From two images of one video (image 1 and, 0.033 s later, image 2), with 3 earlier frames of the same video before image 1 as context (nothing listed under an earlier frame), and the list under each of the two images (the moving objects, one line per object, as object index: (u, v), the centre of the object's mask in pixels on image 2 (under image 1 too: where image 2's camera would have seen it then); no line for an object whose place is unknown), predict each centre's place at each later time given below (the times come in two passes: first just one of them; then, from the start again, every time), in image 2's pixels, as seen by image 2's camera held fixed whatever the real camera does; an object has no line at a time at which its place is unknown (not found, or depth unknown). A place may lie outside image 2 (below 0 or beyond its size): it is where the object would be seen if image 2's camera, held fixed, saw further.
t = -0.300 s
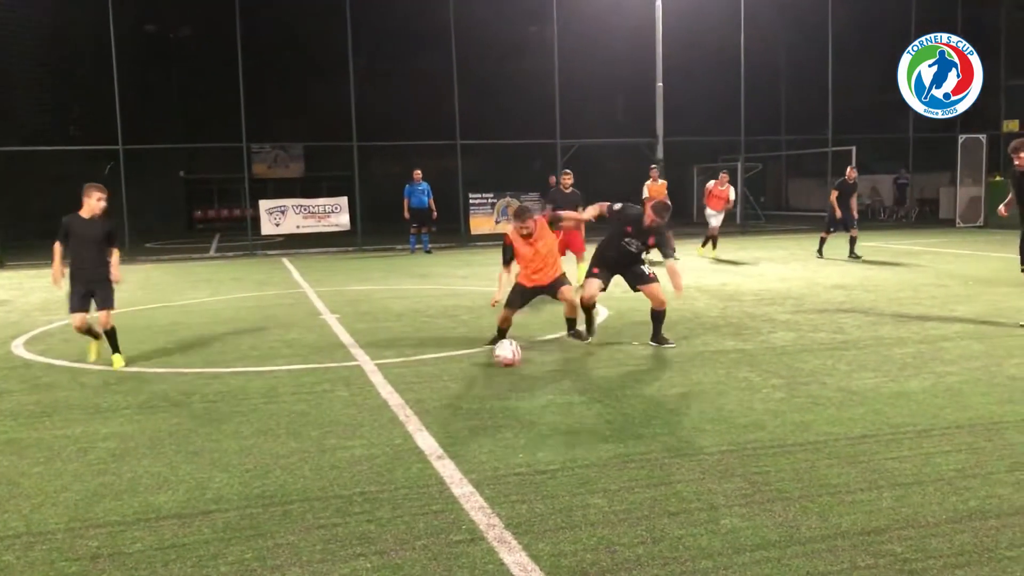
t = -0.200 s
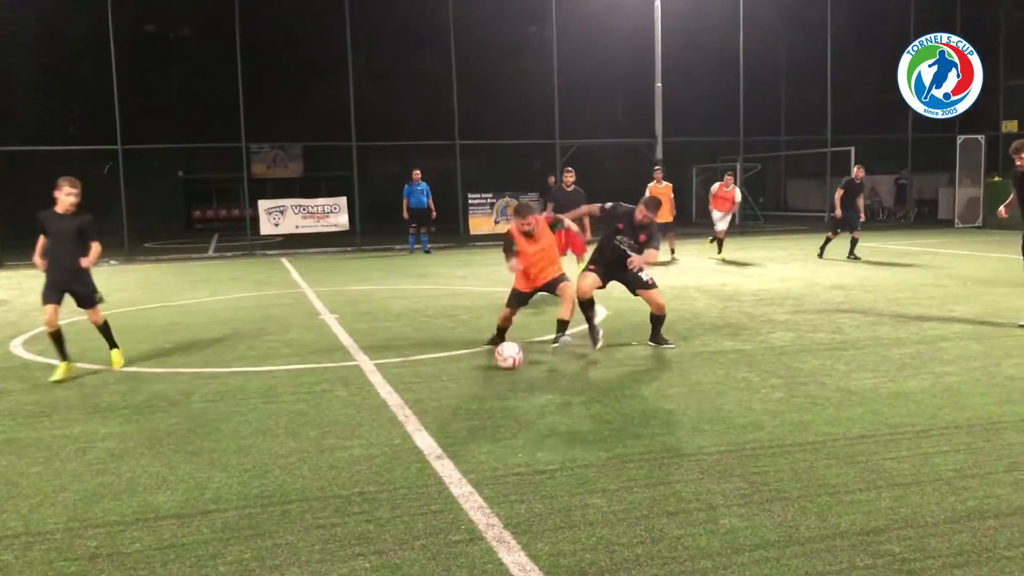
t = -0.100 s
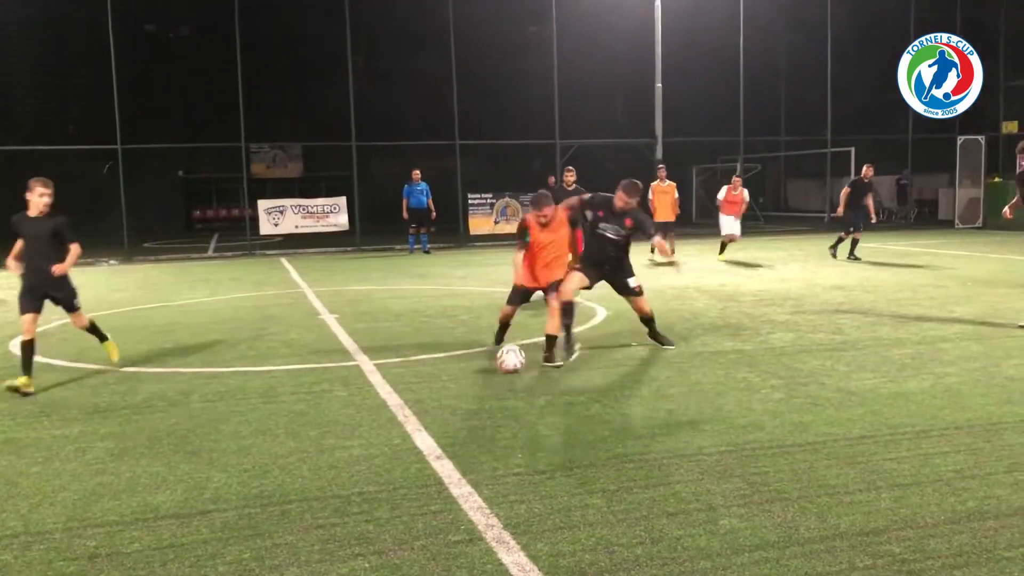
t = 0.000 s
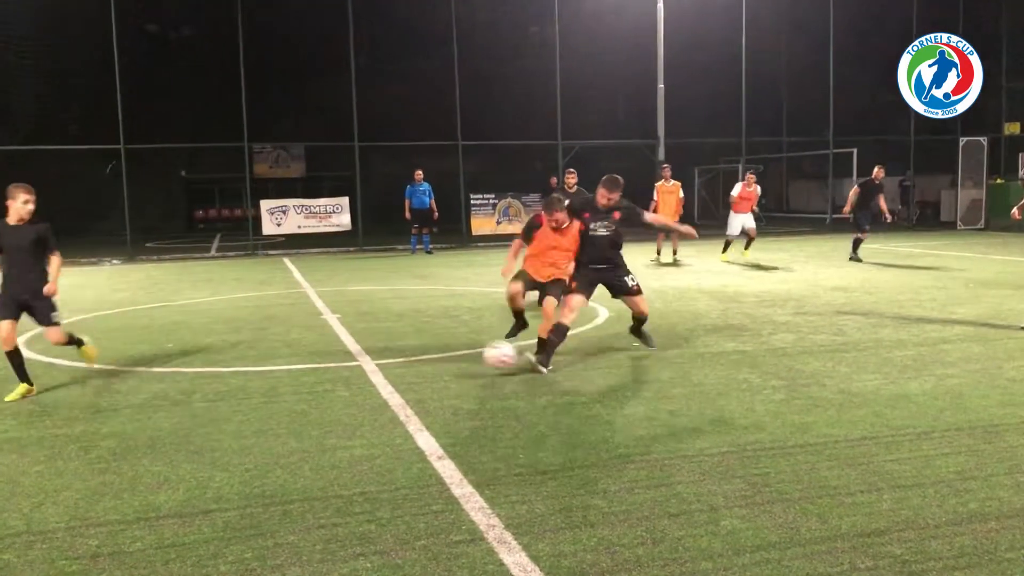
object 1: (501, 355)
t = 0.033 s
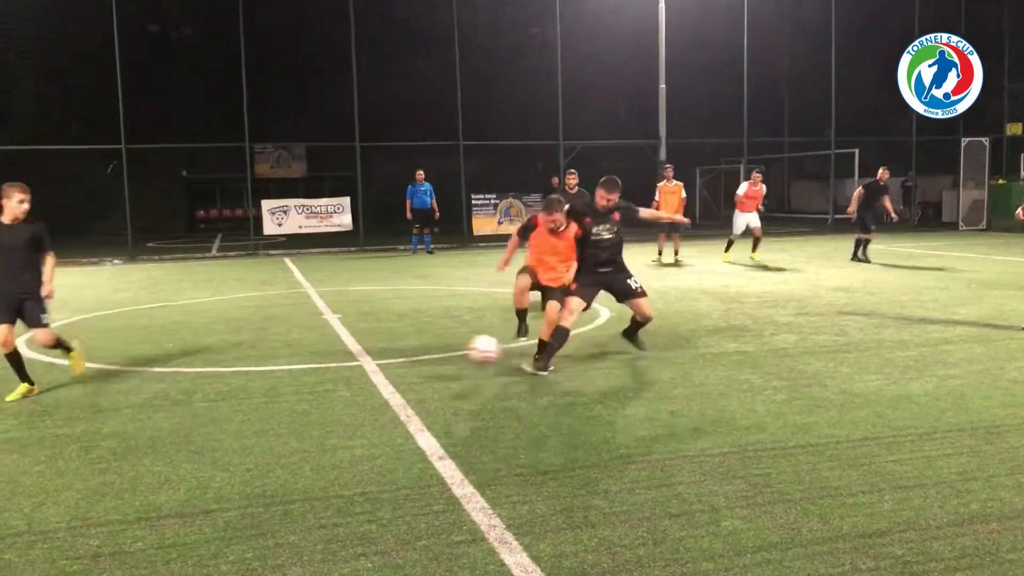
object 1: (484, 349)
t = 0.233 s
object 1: (378, 347)
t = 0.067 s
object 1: (466, 345)
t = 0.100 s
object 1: (449, 343)
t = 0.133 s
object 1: (430, 342)
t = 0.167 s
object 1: (413, 342)
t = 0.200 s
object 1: (396, 343)
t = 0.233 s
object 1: (378, 347)
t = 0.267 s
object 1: (358, 351)
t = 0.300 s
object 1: (339, 357)
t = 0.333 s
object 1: (319, 367)
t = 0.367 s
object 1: (301, 376)
